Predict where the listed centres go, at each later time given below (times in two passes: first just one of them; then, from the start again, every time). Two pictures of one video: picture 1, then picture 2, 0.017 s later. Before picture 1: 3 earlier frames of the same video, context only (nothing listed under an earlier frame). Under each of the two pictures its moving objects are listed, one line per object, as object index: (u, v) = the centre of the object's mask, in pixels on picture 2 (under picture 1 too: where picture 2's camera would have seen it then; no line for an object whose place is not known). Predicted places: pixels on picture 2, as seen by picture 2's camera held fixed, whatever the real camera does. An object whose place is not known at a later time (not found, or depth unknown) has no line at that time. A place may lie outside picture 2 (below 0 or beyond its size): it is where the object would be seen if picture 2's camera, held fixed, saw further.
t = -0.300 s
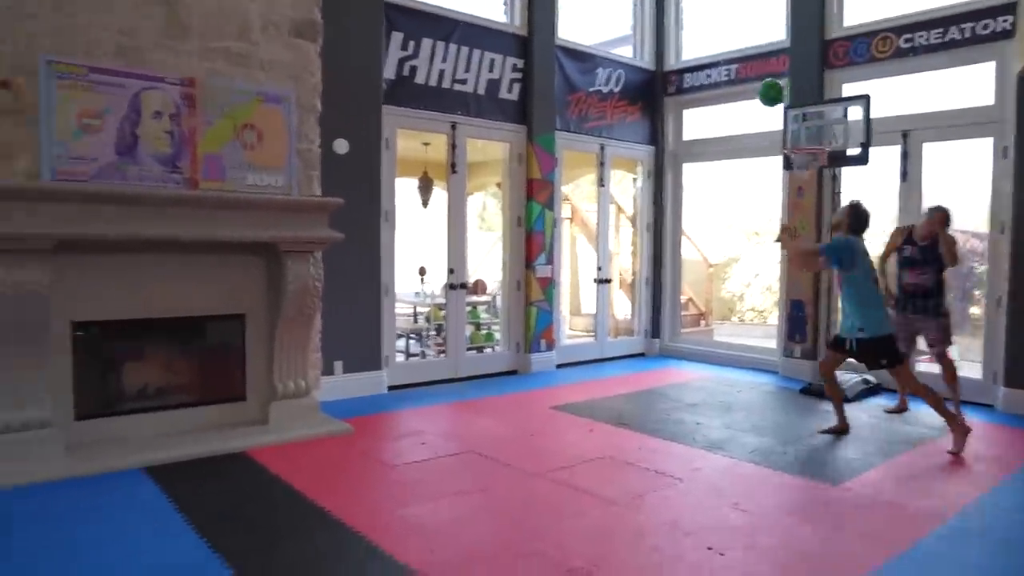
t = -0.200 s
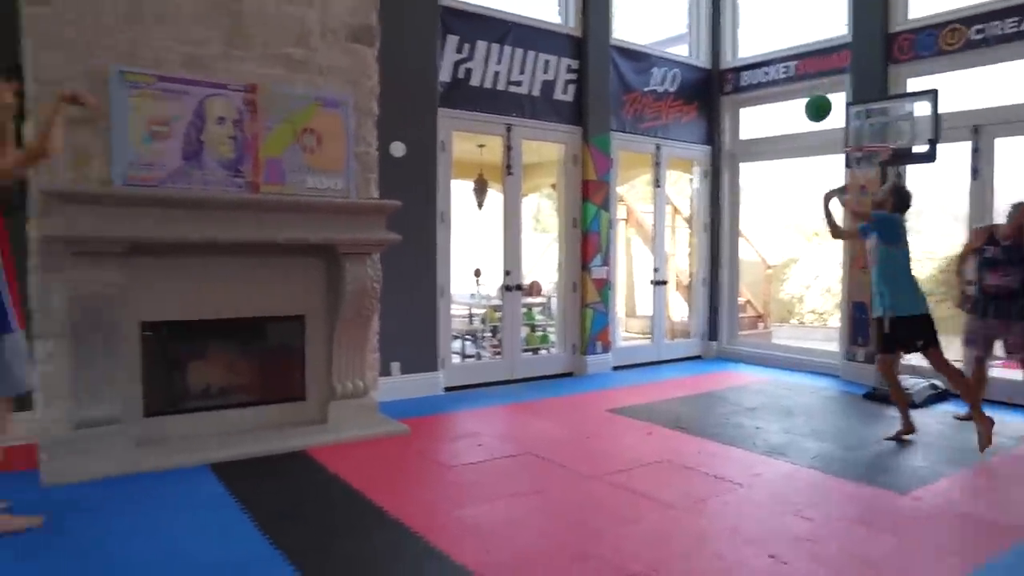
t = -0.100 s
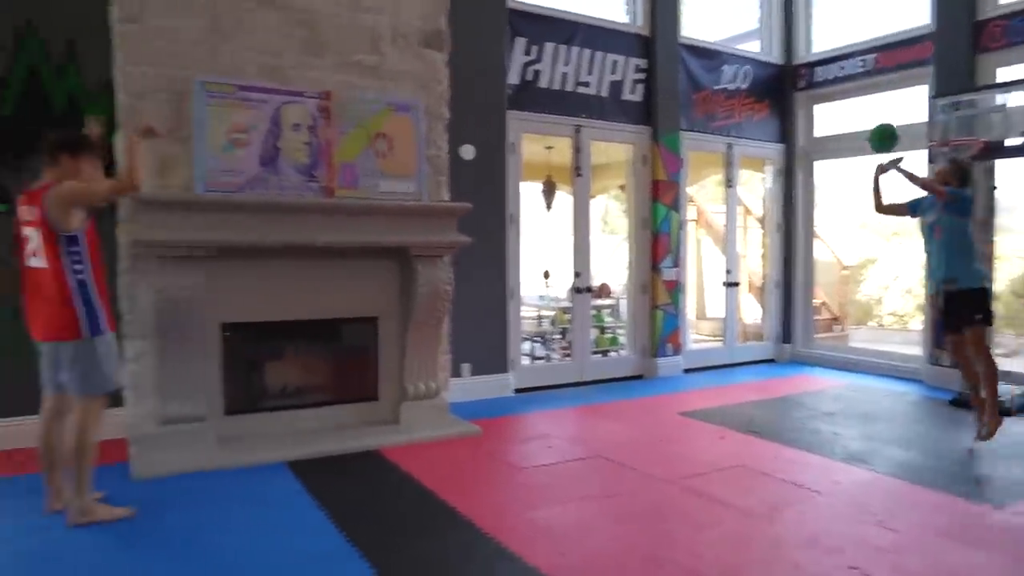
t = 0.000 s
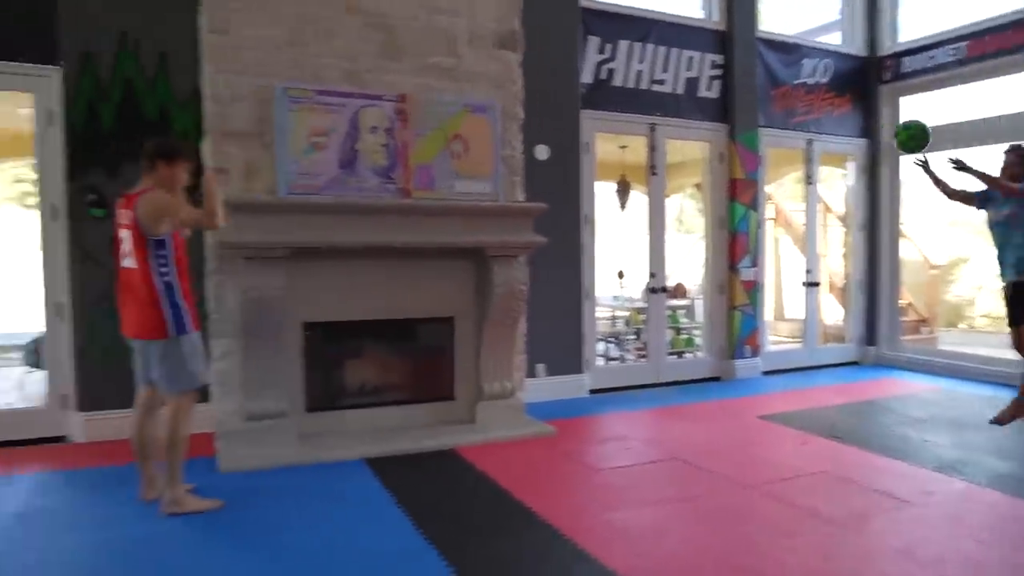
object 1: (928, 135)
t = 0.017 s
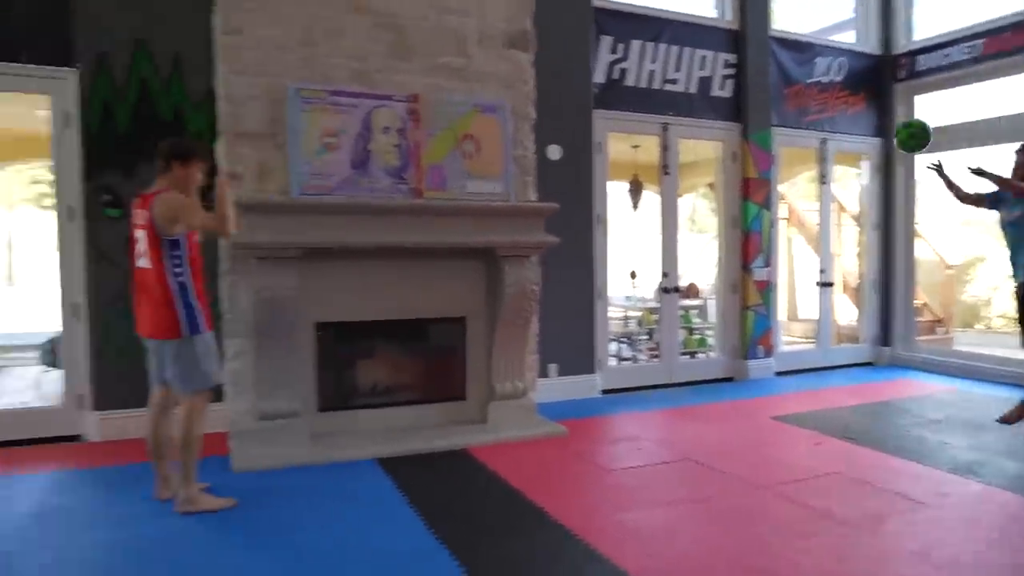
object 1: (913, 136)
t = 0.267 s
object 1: (662, 203)
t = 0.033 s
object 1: (898, 136)
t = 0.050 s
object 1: (883, 137)
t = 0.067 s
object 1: (867, 138)
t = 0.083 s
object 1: (851, 140)
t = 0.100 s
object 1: (835, 143)
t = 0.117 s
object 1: (818, 147)
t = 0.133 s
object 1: (802, 151)
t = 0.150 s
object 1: (786, 155)
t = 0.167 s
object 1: (769, 160)
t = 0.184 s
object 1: (751, 165)
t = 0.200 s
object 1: (734, 172)
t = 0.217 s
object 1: (716, 178)
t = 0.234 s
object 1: (699, 185)
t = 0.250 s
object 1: (681, 193)
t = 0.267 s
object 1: (662, 203)
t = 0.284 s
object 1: (644, 211)
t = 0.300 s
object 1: (626, 222)
